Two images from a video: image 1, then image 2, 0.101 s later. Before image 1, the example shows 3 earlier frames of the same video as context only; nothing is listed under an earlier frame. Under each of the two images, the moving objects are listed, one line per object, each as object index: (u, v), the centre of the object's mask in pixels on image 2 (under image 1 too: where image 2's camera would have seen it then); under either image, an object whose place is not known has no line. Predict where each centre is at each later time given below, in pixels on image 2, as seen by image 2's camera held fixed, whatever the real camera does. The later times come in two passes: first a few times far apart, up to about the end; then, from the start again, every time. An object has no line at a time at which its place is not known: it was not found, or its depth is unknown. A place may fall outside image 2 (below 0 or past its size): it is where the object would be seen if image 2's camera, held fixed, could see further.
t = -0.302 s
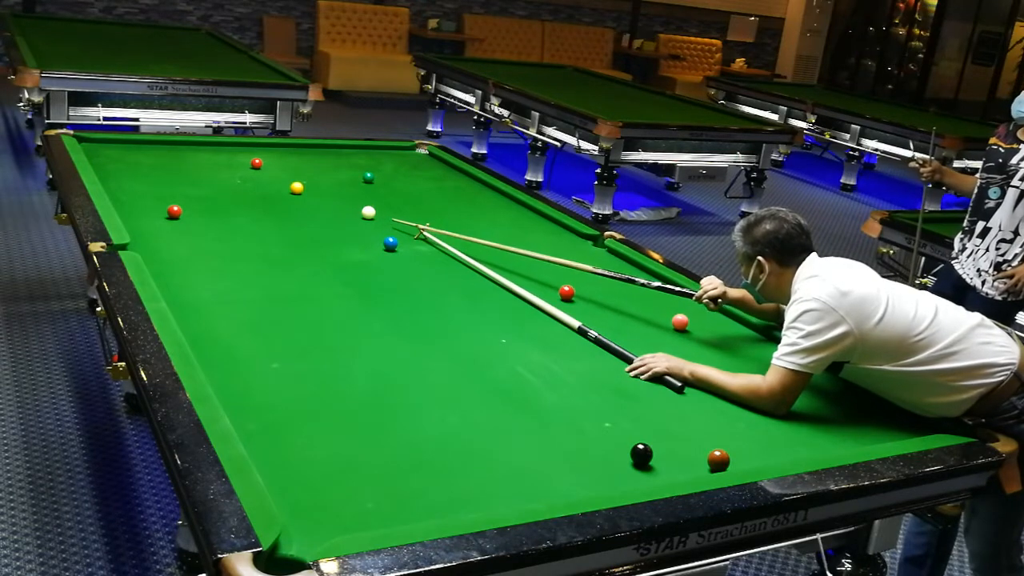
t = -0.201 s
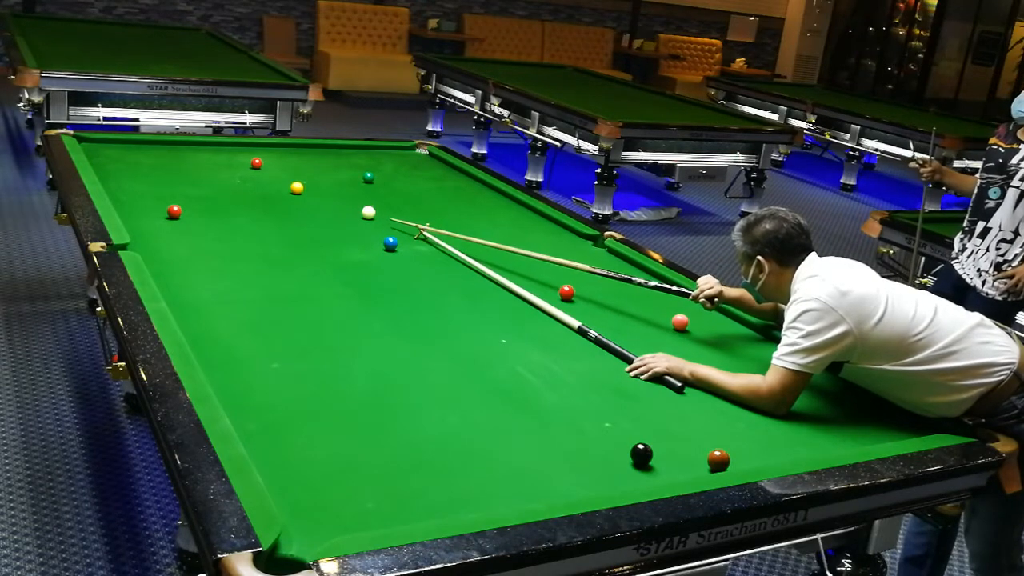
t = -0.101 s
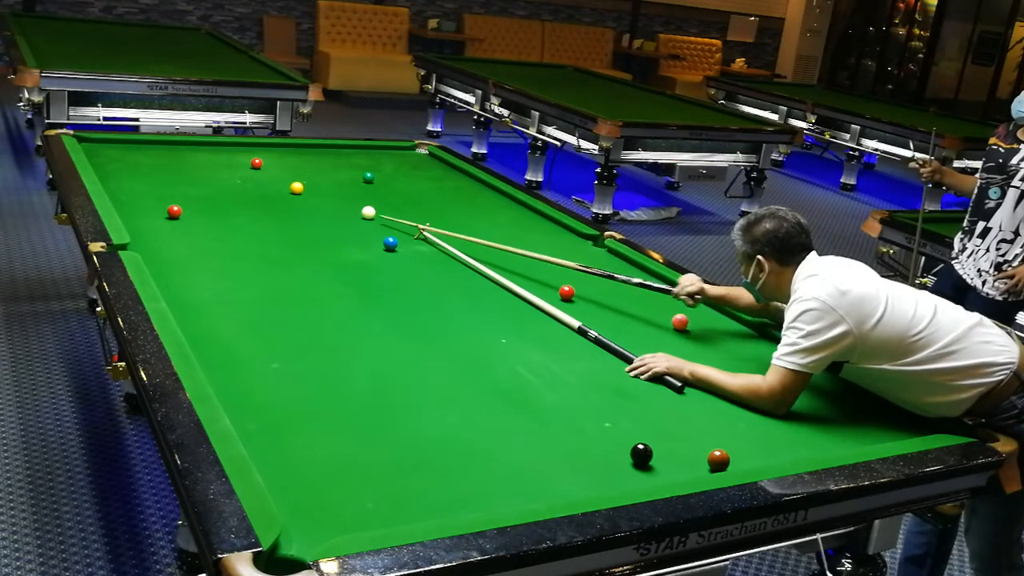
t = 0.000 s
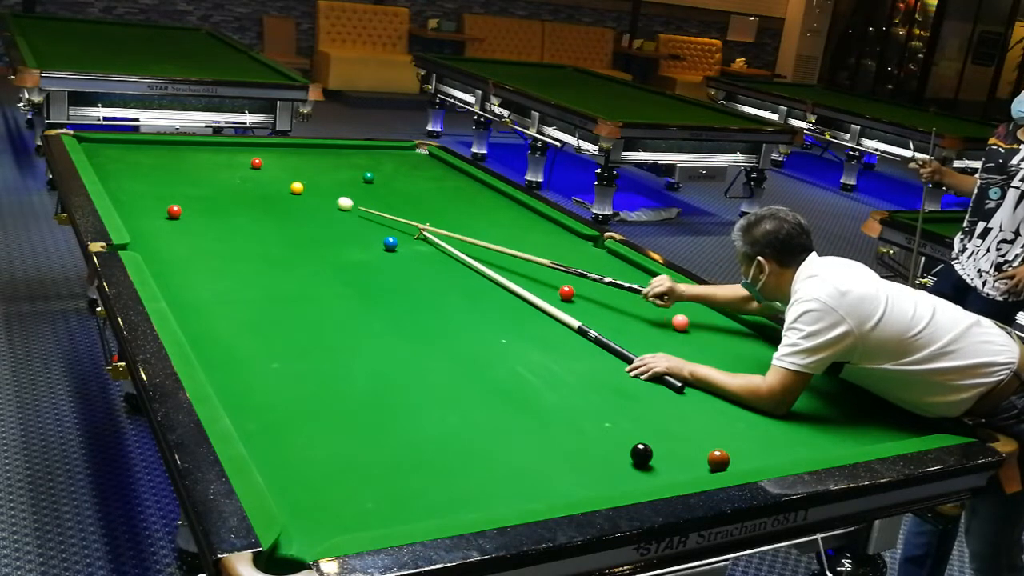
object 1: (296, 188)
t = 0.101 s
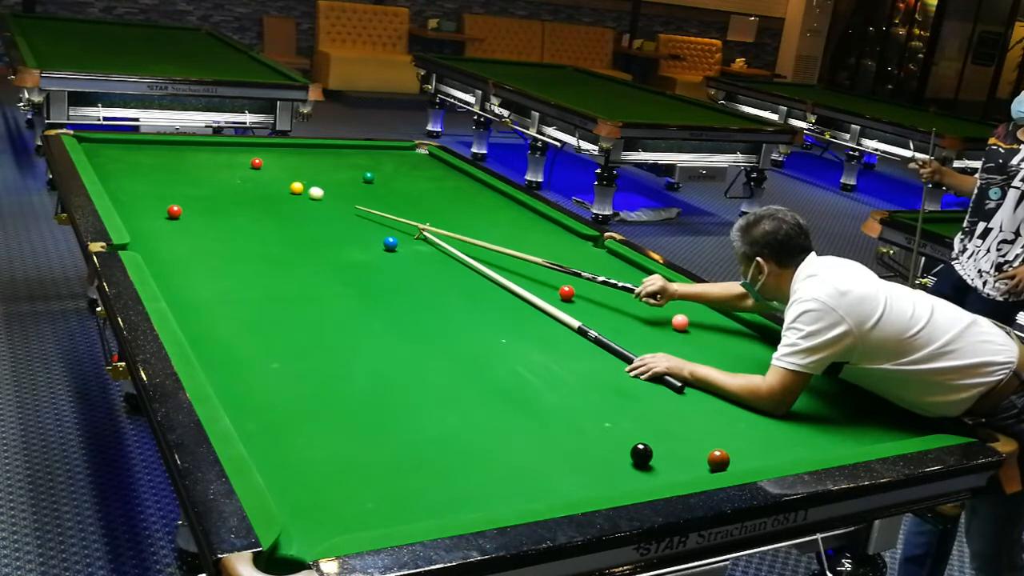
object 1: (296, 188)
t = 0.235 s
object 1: (269, 182)
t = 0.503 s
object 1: (217, 170)
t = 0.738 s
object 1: (176, 162)
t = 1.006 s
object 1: (131, 152)
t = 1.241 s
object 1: (94, 144)
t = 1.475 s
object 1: (77, 140)
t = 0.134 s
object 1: (295, 188)
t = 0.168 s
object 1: (286, 186)
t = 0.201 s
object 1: (277, 184)
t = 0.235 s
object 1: (269, 182)
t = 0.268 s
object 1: (262, 180)
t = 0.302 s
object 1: (255, 178)
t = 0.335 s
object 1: (248, 177)
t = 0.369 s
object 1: (242, 176)
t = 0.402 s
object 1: (235, 175)
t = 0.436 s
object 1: (229, 173)
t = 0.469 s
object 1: (223, 172)
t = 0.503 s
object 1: (217, 170)
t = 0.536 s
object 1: (211, 169)
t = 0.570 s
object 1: (205, 168)
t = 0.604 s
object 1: (199, 167)
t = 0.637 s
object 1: (193, 165)
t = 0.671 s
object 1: (187, 164)
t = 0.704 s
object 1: (181, 163)
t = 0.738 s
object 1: (176, 162)
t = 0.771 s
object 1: (170, 160)
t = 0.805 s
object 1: (164, 159)
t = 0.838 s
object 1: (158, 158)
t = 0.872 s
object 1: (153, 157)
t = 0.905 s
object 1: (147, 155)
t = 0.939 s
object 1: (142, 154)
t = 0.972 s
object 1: (136, 153)
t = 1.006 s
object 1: (131, 152)
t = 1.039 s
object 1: (125, 151)
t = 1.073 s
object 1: (120, 149)
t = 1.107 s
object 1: (115, 148)
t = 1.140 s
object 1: (109, 147)
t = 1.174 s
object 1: (104, 146)
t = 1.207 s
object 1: (99, 145)
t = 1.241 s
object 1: (94, 144)
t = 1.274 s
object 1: (89, 143)
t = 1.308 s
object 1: (84, 141)
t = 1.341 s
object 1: (80, 140)
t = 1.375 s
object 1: (79, 139)
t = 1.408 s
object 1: (77, 138)
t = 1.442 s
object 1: (76, 138)
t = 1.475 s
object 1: (77, 140)
